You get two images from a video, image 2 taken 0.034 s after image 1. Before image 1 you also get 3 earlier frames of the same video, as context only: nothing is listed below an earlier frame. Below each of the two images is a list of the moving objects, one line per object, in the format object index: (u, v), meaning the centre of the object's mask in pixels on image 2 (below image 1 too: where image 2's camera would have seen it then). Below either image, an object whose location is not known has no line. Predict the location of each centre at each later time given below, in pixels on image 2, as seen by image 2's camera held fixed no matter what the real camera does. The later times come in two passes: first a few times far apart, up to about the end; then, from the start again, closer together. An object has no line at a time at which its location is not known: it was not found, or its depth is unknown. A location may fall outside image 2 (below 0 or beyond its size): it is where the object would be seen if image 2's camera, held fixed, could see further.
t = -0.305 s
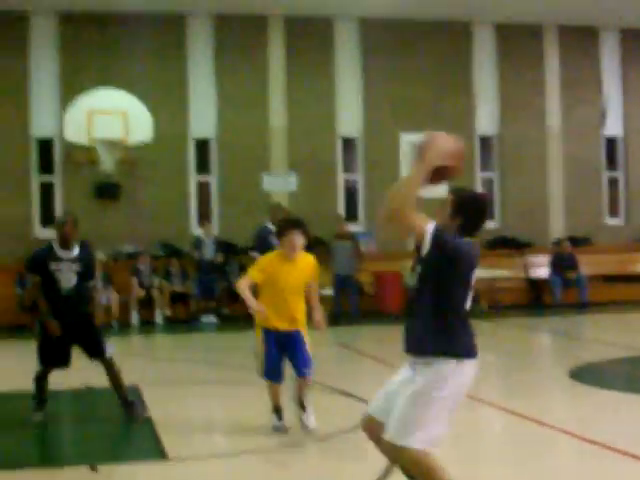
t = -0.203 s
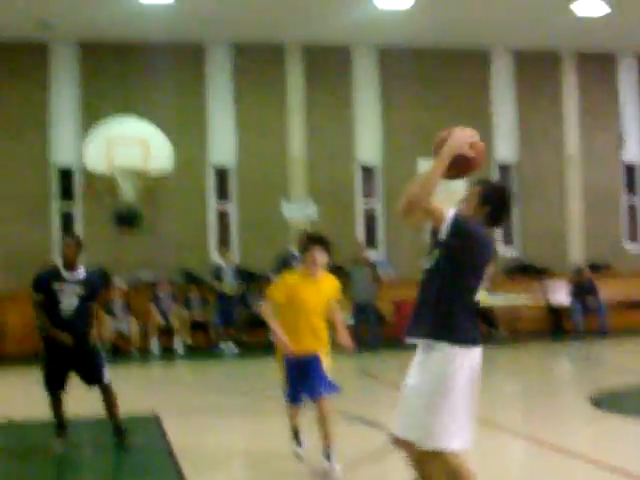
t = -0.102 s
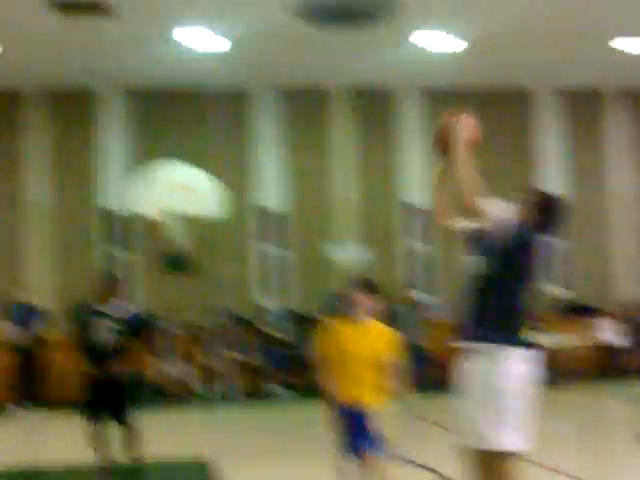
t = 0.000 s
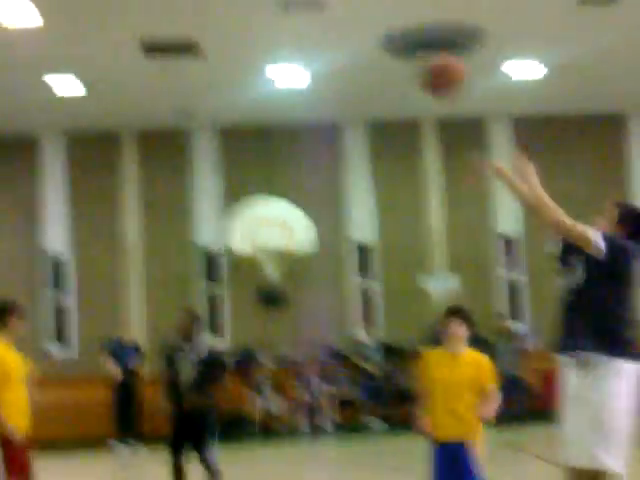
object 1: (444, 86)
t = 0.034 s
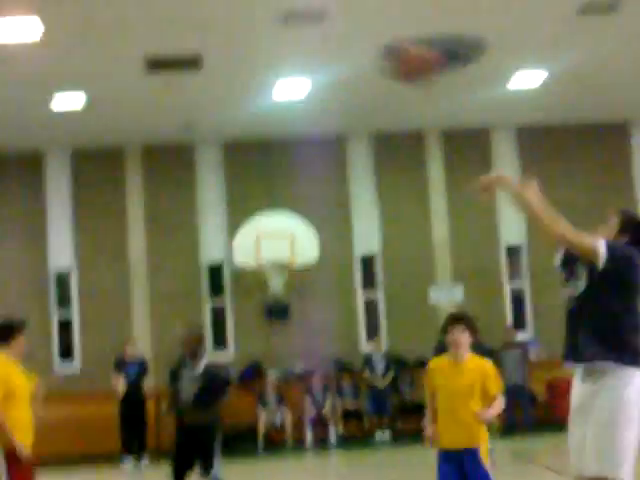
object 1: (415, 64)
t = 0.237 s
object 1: (225, -26)
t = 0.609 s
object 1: (13, -25)
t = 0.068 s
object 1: (371, 39)
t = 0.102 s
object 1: (344, 24)
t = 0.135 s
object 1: (311, 8)
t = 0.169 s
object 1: (282, -5)
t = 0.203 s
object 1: (252, -16)
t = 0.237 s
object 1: (225, -26)
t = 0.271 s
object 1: (200, -33)
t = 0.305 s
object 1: (175, -39)
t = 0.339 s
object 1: (152, -44)
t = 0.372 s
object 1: (127, -46)
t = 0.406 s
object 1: (106, -48)
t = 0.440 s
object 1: (86, -47)
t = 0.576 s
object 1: (28, -32)
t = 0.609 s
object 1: (13, -25)
